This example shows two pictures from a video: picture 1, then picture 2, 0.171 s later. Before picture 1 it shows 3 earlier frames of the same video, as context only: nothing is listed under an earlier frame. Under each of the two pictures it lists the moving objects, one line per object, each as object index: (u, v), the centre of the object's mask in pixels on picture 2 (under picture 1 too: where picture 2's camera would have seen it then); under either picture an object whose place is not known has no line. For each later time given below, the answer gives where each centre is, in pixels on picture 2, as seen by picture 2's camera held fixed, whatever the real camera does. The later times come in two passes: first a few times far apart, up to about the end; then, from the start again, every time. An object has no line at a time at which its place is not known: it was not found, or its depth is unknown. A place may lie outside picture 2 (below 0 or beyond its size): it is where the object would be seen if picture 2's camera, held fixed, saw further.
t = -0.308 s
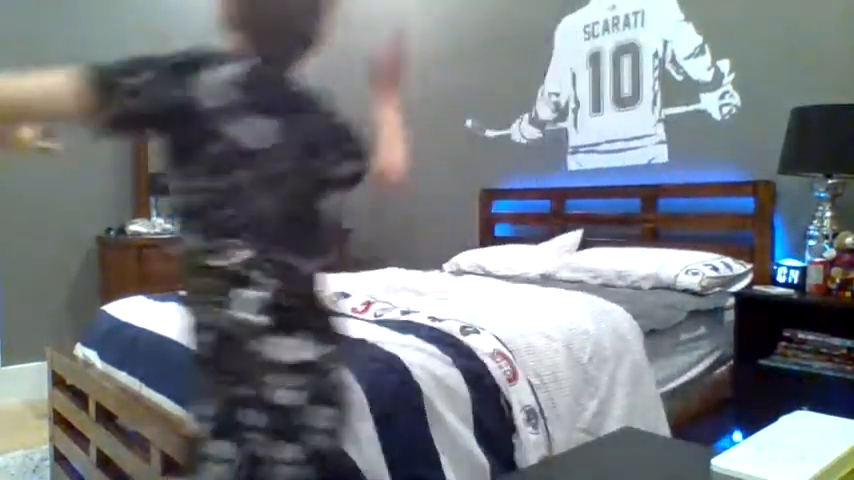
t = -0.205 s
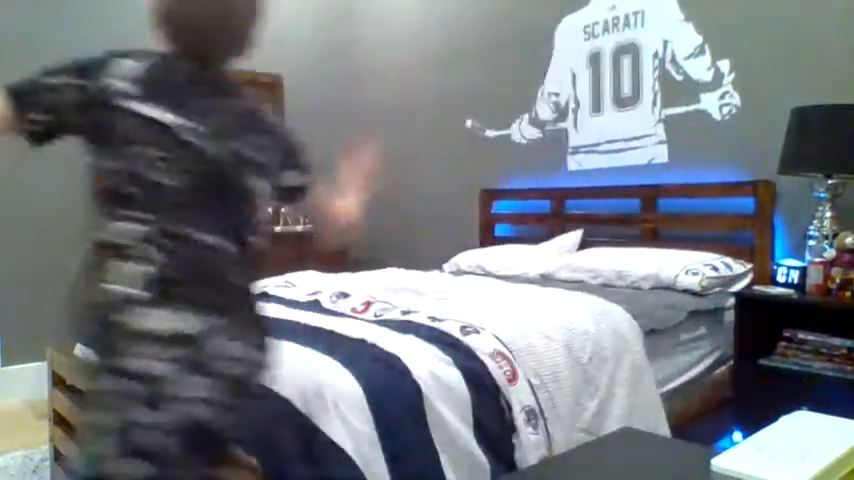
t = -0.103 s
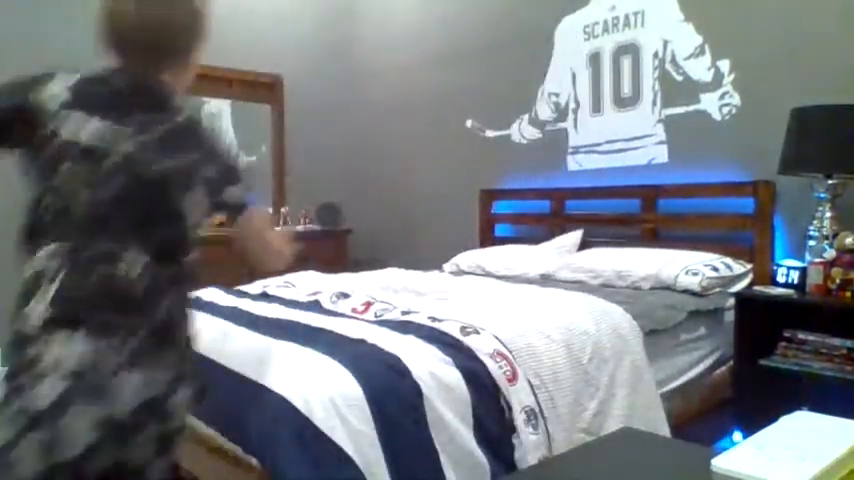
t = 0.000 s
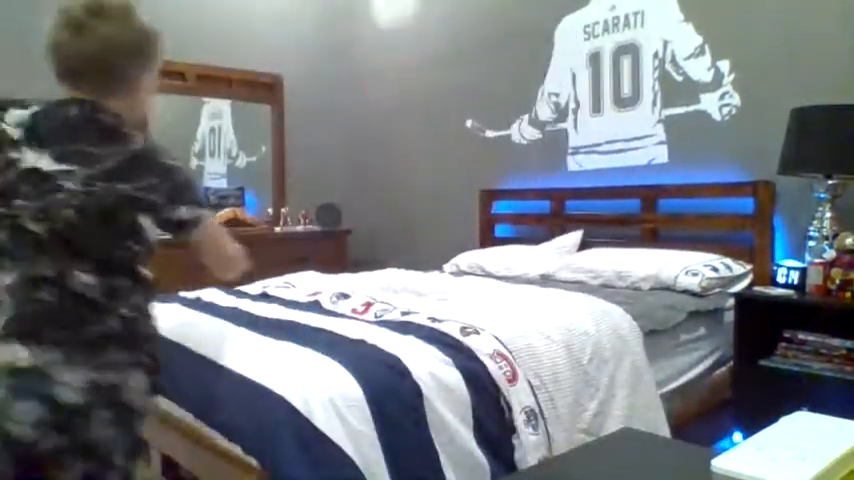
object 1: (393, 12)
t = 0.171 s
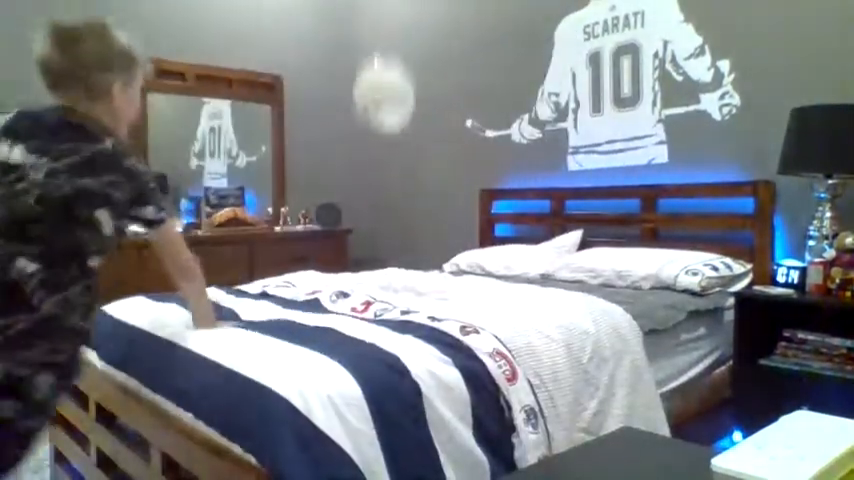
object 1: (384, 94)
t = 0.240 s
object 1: (381, 142)
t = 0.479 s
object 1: (397, 274)
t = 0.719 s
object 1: (418, 271)
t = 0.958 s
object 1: (413, 273)
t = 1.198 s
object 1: (408, 273)
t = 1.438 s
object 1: (412, 272)
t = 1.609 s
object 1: (413, 272)
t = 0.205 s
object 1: (383, 118)
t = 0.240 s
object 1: (381, 142)
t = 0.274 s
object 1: (381, 168)
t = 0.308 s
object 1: (381, 193)
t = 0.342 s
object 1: (381, 216)
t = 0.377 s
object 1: (383, 237)
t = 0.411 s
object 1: (387, 262)
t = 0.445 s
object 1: (391, 275)
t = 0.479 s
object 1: (397, 274)
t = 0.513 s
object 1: (401, 272)
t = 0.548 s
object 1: (406, 271)
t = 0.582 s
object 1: (408, 271)
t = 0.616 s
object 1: (411, 272)
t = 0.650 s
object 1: (415, 272)
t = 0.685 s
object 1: (417, 272)
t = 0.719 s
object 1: (418, 271)
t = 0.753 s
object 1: (419, 271)
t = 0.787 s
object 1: (419, 271)
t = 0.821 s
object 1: (418, 272)
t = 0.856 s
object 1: (417, 272)
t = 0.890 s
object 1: (416, 273)
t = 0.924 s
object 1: (415, 273)
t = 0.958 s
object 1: (413, 273)
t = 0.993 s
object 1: (412, 273)
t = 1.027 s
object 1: (410, 273)
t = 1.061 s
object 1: (409, 273)
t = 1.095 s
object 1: (409, 273)
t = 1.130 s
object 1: (408, 273)
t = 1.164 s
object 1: (408, 272)
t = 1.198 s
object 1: (408, 273)
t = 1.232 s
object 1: (409, 273)
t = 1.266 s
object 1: (409, 273)
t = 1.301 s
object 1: (409, 273)
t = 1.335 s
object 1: (410, 272)
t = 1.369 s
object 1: (411, 272)
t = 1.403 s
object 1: (411, 272)
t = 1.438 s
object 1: (412, 272)
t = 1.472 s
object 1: (412, 272)
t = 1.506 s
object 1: (413, 272)
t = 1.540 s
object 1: (413, 272)
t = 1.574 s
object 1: (413, 272)
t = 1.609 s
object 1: (413, 272)
